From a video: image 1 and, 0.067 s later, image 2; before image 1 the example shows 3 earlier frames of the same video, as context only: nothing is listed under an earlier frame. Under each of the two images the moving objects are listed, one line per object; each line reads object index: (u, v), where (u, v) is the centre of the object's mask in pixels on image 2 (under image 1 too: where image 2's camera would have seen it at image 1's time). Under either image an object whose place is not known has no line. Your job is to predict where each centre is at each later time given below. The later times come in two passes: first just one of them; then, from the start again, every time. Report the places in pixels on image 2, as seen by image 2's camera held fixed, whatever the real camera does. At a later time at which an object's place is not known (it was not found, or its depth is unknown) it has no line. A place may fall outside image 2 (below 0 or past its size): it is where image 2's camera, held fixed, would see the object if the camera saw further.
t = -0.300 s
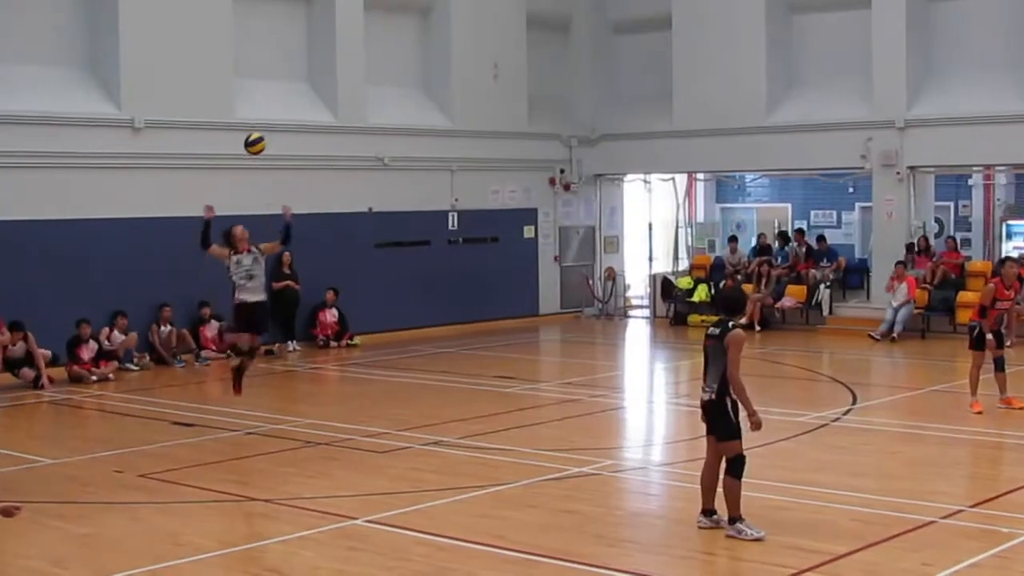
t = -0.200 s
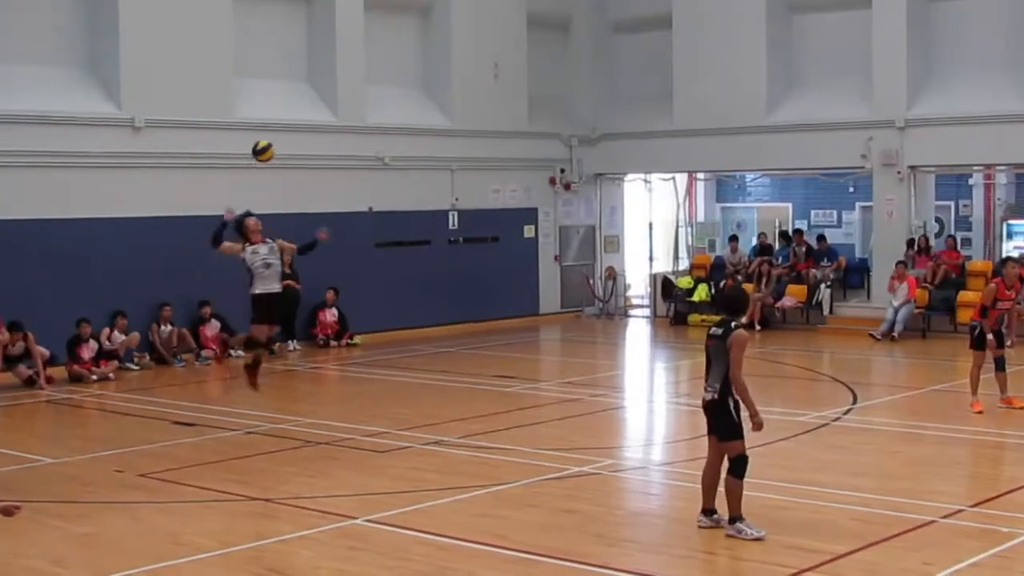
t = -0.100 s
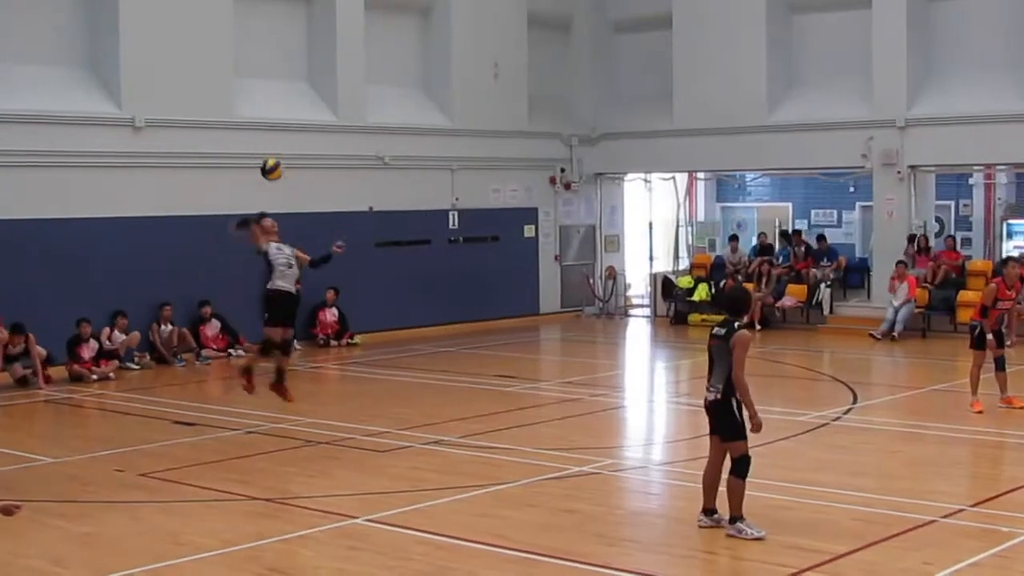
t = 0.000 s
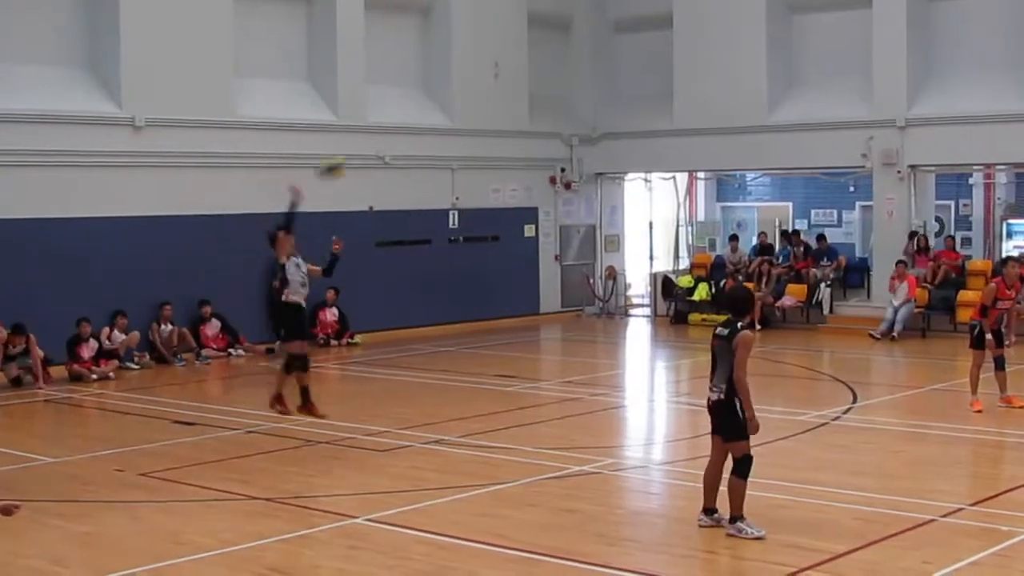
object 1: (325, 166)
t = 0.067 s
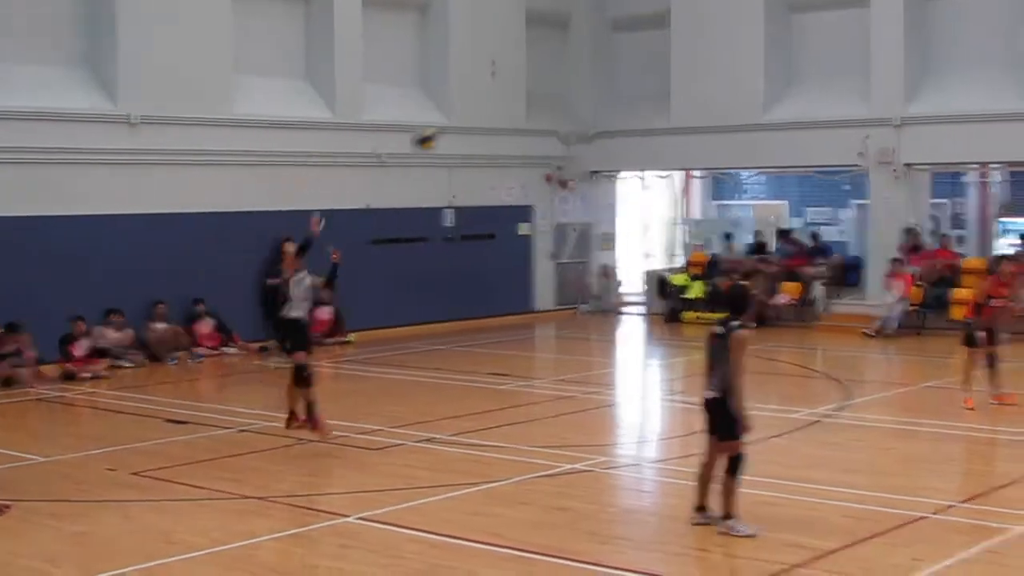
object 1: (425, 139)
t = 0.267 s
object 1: (764, 72)
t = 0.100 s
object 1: (477, 127)
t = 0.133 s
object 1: (531, 115)
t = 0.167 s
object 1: (588, 103)
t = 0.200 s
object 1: (645, 92)
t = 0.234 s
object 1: (703, 82)
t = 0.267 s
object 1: (764, 72)
